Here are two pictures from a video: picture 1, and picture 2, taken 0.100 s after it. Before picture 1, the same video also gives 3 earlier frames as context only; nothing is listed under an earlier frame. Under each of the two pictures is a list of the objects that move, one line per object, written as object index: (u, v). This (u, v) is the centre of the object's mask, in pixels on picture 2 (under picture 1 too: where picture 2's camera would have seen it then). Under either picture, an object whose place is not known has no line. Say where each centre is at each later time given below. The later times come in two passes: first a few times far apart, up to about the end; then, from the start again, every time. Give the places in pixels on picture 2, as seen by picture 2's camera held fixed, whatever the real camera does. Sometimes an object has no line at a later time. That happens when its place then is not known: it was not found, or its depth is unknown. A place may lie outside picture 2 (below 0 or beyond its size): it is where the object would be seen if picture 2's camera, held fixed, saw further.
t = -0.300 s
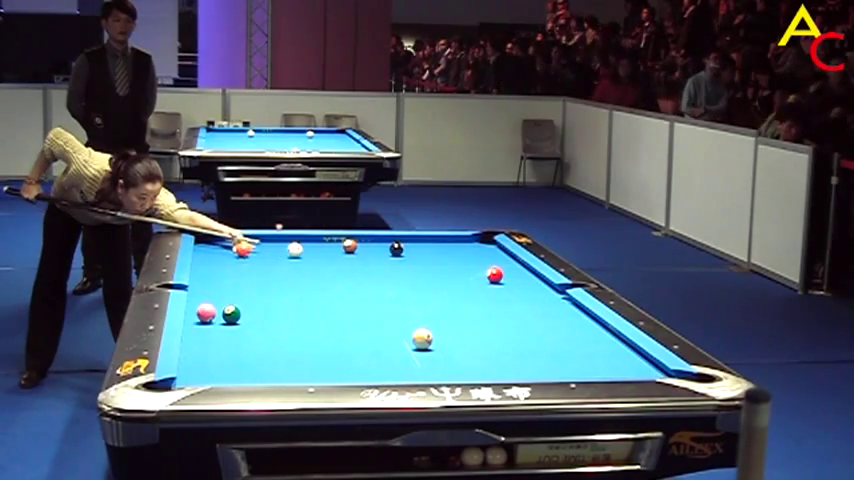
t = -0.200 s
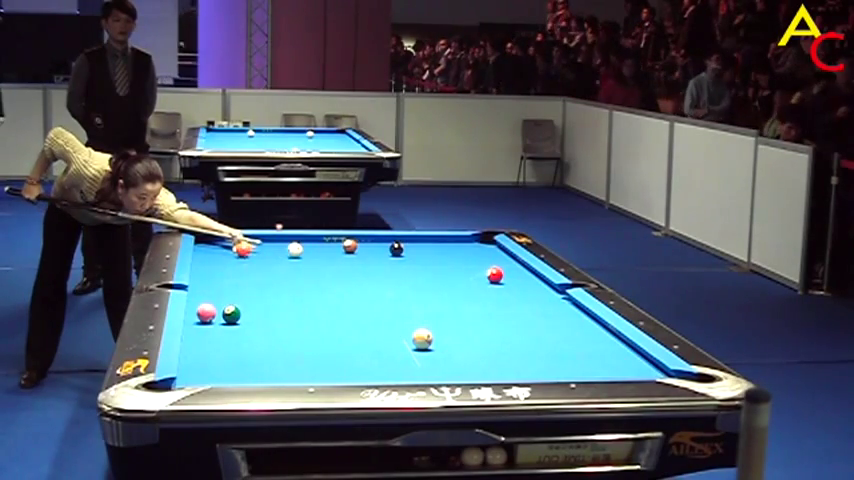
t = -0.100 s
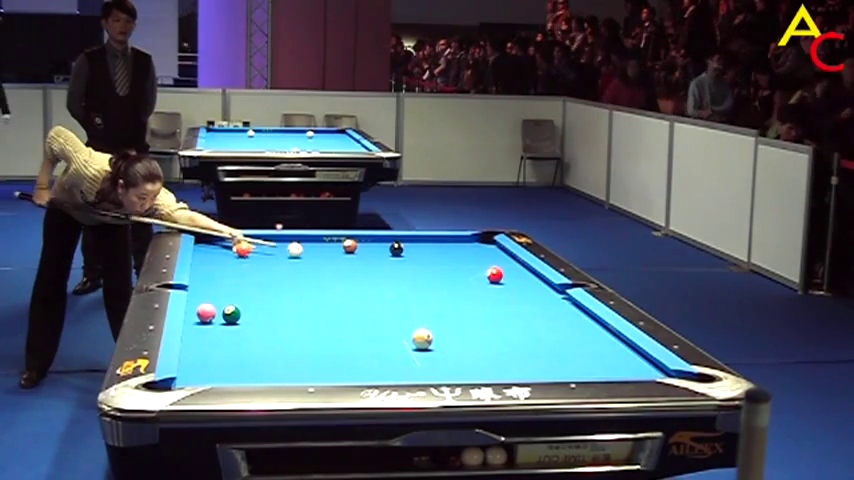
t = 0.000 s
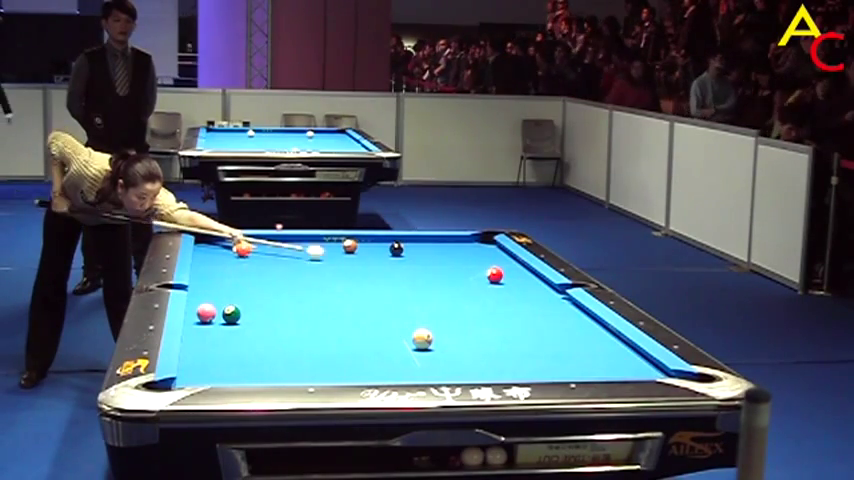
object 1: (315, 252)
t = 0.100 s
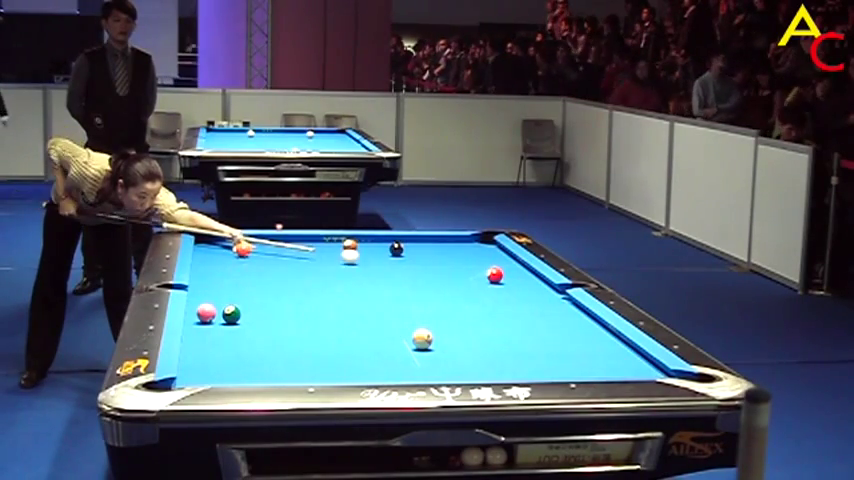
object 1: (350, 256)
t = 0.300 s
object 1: (422, 264)
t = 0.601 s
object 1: (504, 272)
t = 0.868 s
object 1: (518, 272)
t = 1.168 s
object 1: (485, 273)
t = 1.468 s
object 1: (454, 273)
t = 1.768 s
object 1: (423, 273)
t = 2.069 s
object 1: (395, 274)
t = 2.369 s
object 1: (368, 275)
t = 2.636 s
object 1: (345, 275)
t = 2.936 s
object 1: (321, 277)
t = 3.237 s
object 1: (299, 277)
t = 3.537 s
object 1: (278, 277)
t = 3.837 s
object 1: (259, 278)
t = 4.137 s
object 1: (242, 279)
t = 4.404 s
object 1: (228, 279)
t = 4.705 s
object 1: (214, 280)
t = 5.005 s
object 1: (202, 280)
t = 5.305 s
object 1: (199, 281)
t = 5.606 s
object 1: (204, 281)
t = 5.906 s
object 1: (207, 281)
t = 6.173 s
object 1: (208, 281)
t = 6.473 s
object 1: (208, 281)
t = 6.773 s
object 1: (208, 281)
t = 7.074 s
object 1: (209, 281)
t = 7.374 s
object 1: (209, 281)
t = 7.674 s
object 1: (209, 281)
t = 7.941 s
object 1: (208, 281)
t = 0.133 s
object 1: (361, 258)
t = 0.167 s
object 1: (373, 259)
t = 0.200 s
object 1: (385, 260)
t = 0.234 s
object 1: (397, 262)
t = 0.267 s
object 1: (410, 263)
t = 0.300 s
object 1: (422, 264)
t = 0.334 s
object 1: (434, 266)
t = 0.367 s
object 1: (446, 267)
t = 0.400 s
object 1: (459, 269)
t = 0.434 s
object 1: (471, 271)
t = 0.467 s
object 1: (483, 271)
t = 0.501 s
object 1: (488, 272)
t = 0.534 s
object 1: (493, 271)
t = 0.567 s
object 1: (498, 271)
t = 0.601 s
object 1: (504, 272)
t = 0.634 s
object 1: (510, 271)
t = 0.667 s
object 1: (516, 272)
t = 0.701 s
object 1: (522, 272)
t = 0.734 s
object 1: (528, 272)
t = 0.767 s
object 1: (529, 272)
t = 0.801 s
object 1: (526, 272)
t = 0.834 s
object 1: (522, 272)
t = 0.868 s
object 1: (518, 272)
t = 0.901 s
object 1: (515, 272)
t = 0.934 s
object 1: (511, 272)
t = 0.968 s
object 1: (507, 272)
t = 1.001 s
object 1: (503, 272)
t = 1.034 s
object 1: (499, 272)
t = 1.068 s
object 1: (496, 273)
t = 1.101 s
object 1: (492, 273)
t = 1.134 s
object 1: (488, 273)
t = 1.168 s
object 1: (485, 273)
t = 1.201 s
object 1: (481, 273)
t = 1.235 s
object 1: (478, 273)
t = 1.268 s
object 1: (474, 273)
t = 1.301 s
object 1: (471, 273)
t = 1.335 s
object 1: (467, 273)
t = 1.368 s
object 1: (464, 273)
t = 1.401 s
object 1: (460, 273)
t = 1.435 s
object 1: (457, 273)
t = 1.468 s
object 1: (454, 273)
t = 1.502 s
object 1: (450, 273)
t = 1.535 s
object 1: (447, 273)
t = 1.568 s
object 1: (443, 273)
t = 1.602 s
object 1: (440, 273)
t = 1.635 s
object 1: (437, 273)
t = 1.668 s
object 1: (433, 273)
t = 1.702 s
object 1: (430, 273)
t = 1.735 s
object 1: (427, 273)
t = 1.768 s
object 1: (423, 273)
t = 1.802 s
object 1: (420, 274)
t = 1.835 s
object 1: (417, 274)
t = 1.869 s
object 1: (414, 274)
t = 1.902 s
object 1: (411, 274)
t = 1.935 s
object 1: (407, 274)
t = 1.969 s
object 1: (404, 274)
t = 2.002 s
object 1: (401, 274)
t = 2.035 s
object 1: (398, 274)
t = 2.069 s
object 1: (395, 274)
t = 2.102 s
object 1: (392, 274)
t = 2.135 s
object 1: (389, 275)
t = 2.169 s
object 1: (386, 275)
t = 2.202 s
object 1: (383, 275)
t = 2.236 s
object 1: (380, 275)
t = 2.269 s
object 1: (376, 275)
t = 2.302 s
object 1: (374, 275)
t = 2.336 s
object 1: (371, 275)
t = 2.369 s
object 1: (368, 275)
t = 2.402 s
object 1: (365, 275)
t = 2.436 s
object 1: (362, 275)
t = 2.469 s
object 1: (359, 275)
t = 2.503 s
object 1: (356, 275)
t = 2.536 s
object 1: (353, 275)
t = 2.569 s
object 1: (351, 275)
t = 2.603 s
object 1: (348, 275)
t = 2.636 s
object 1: (345, 275)
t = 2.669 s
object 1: (342, 276)
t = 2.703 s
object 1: (340, 276)
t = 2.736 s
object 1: (337, 276)
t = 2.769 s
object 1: (334, 276)
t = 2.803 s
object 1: (332, 276)
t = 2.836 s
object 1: (329, 276)
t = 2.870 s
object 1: (326, 276)
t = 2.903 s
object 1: (324, 277)
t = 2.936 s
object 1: (321, 277)
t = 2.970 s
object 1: (319, 277)
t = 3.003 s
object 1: (317, 277)
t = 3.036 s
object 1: (313, 277)
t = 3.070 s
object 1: (311, 277)
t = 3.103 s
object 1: (309, 277)
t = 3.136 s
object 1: (306, 277)
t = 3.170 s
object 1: (304, 277)
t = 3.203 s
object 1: (302, 277)
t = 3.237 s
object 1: (299, 277)
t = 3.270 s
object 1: (297, 277)
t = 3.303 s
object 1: (294, 277)
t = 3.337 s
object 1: (292, 277)
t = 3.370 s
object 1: (289, 277)
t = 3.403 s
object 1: (287, 277)
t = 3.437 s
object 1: (285, 277)
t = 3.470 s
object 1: (283, 277)
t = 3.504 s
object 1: (281, 277)
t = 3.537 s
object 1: (278, 277)
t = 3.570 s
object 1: (276, 278)
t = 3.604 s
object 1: (274, 278)
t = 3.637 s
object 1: (272, 278)
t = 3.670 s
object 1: (270, 278)
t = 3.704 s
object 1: (268, 278)
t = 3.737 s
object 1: (266, 278)
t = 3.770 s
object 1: (263, 278)
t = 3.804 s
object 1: (261, 278)
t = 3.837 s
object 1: (259, 278)
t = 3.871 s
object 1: (258, 278)
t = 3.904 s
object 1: (255, 279)
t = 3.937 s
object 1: (253, 279)
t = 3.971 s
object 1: (252, 279)
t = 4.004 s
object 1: (250, 279)
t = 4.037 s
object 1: (248, 279)
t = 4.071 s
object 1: (246, 279)
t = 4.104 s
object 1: (244, 279)
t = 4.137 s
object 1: (242, 279)
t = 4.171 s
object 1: (240, 279)
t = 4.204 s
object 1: (239, 279)
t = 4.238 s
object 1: (237, 279)
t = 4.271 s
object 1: (235, 279)
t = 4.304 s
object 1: (233, 279)
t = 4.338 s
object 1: (232, 279)
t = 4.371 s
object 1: (230, 280)
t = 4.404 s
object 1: (228, 279)
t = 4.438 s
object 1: (227, 279)
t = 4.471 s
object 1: (225, 280)
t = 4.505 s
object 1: (223, 280)
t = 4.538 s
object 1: (222, 280)
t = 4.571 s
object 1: (220, 280)
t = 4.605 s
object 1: (219, 280)
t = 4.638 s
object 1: (217, 280)
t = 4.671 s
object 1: (216, 280)
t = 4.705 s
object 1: (214, 280)
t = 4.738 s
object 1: (213, 280)
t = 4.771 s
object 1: (211, 280)
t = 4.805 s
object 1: (210, 280)
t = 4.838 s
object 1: (209, 280)
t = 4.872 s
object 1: (207, 280)
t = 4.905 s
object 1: (206, 280)
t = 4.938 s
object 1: (204, 280)
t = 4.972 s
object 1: (203, 280)
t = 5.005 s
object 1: (202, 280)
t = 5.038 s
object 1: (201, 280)
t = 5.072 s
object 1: (200, 280)
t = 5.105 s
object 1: (199, 280)
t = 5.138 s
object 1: (197, 281)
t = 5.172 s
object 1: (197, 281)
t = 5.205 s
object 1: (197, 280)
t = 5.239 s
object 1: (198, 281)
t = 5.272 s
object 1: (199, 281)
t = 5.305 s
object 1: (199, 281)
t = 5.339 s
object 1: (200, 281)
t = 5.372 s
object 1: (200, 281)
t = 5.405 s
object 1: (201, 281)
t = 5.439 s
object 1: (201, 281)
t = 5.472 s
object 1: (202, 281)
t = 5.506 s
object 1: (202, 281)
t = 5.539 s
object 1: (203, 281)
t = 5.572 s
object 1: (203, 281)
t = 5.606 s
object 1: (204, 281)
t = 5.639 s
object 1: (204, 281)
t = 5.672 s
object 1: (205, 281)
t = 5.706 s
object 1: (205, 281)
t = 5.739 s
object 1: (205, 281)
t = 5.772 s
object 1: (205, 281)
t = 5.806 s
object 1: (206, 281)
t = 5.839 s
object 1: (206, 281)
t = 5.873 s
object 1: (206, 281)
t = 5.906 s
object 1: (207, 281)
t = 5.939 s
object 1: (207, 281)
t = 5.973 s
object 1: (207, 281)
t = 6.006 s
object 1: (207, 281)
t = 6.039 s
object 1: (208, 281)
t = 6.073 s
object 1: (208, 281)
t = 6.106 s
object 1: (208, 281)
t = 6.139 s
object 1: (208, 281)
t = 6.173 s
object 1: (208, 281)
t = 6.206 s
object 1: (208, 281)
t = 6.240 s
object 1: (208, 281)
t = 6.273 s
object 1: (208, 281)
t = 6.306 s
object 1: (208, 281)
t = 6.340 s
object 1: (208, 281)
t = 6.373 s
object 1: (208, 281)
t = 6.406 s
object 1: (208, 281)
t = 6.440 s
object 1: (208, 281)
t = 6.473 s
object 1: (208, 281)
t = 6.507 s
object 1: (208, 281)
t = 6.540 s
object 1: (208, 281)
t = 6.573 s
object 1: (208, 281)
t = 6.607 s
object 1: (208, 281)
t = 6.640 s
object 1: (208, 281)
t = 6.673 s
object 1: (208, 281)
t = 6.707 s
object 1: (208, 281)
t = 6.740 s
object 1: (209, 281)
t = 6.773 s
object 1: (208, 281)
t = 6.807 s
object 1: (209, 281)
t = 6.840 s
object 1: (208, 281)
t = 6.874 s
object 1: (209, 281)
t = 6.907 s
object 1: (209, 281)
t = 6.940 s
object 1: (208, 281)
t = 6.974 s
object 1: (208, 281)
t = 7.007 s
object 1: (208, 281)
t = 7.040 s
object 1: (209, 281)
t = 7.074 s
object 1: (209, 281)
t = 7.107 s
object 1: (209, 281)
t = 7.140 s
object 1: (209, 281)
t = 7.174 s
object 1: (209, 281)
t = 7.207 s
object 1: (209, 281)
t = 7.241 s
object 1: (209, 281)
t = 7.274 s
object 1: (209, 281)
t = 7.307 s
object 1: (209, 281)
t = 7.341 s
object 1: (209, 281)
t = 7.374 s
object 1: (209, 281)
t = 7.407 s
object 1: (209, 281)
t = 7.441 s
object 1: (209, 281)
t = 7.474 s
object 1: (208, 281)
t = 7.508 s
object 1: (208, 281)
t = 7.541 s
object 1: (209, 281)
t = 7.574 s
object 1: (209, 281)
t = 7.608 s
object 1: (209, 281)
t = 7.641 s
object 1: (209, 281)
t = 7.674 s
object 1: (209, 281)
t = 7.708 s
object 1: (209, 281)
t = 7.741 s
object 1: (209, 281)
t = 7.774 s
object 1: (209, 281)
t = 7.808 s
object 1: (209, 281)
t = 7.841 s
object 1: (209, 281)
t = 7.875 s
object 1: (208, 281)
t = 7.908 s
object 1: (208, 281)
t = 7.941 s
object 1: (208, 281)
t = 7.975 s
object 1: (209, 281)
